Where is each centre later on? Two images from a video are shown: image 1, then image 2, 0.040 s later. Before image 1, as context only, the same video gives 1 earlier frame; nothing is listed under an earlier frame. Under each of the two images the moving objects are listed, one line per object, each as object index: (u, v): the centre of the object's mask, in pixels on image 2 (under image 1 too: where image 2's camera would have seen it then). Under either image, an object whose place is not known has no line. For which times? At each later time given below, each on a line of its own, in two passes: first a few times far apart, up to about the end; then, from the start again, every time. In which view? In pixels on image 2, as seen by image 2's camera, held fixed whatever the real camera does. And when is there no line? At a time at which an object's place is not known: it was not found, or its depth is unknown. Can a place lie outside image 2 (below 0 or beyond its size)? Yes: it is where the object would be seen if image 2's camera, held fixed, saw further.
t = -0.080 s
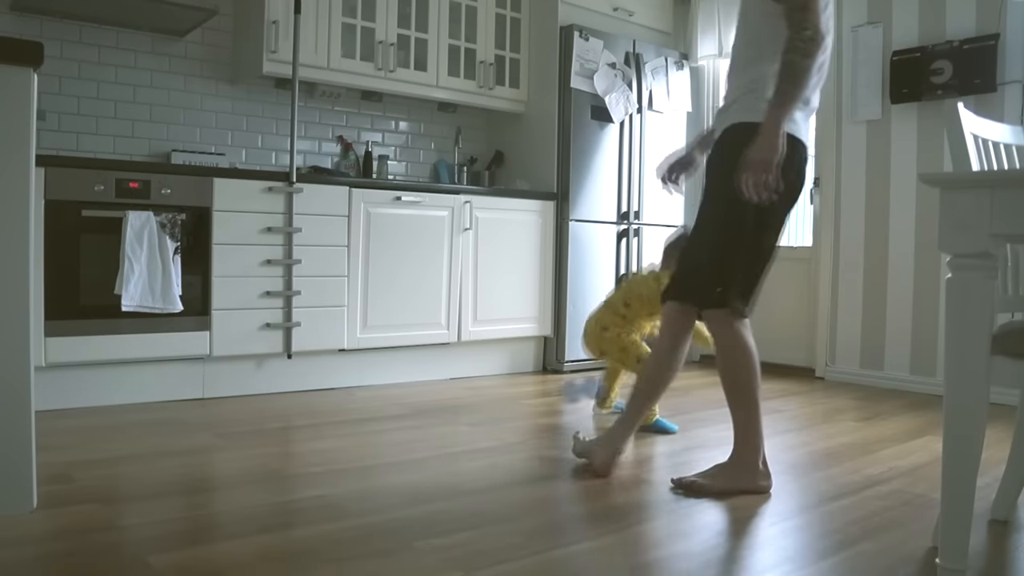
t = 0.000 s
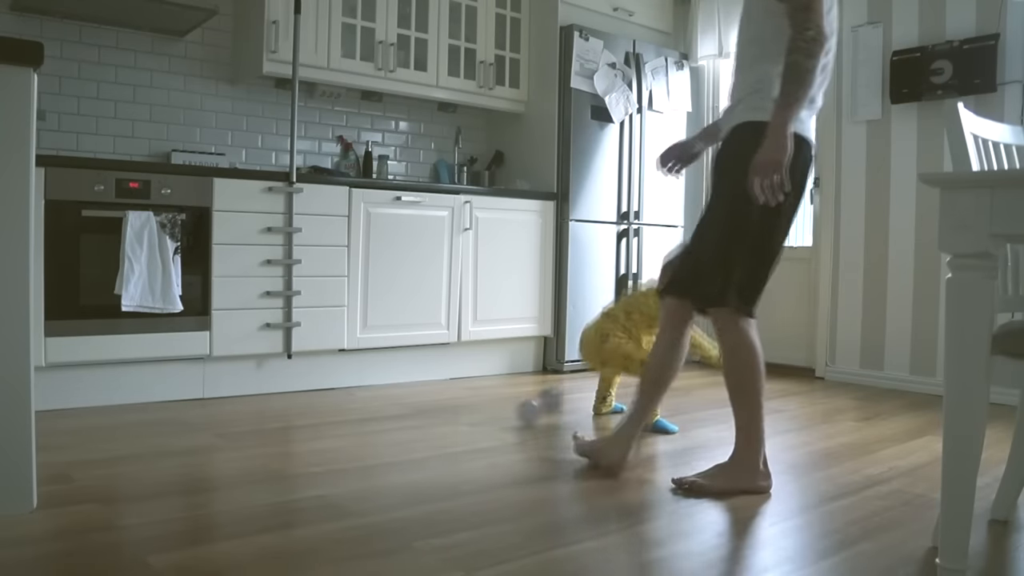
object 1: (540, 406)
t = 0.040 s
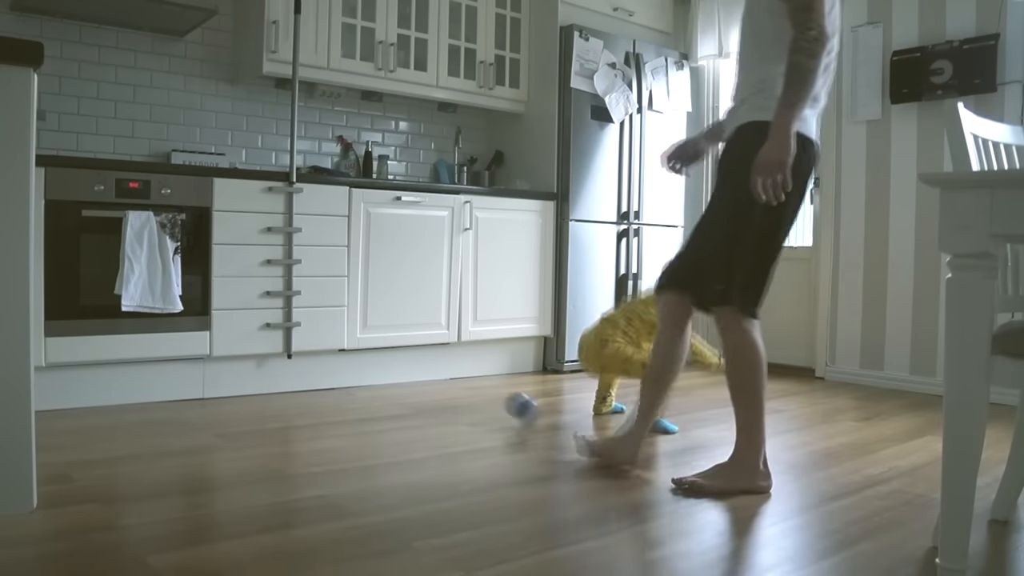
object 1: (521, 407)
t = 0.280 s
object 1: (446, 412)
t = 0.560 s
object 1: (349, 422)
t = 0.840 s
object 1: (255, 434)
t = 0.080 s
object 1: (511, 402)
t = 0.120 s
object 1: (499, 399)
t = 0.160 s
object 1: (484, 403)
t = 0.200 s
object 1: (472, 411)
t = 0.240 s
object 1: (459, 414)
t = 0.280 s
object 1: (446, 412)
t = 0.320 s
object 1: (432, 412)
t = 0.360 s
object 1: (415, 416)
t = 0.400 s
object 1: (400, 420)
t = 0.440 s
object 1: (388, 417)
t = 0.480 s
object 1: (376, 415)
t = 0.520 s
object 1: (362, 416)
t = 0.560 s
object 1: (349, 422)
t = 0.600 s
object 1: (333, 425)
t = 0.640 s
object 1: (321, 423)
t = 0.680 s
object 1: (310, 423)
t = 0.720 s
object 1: (298, 427)
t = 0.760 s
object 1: (287, 431)
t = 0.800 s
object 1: (270, 432)
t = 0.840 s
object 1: (255, 434)
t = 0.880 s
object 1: (239, 436)
